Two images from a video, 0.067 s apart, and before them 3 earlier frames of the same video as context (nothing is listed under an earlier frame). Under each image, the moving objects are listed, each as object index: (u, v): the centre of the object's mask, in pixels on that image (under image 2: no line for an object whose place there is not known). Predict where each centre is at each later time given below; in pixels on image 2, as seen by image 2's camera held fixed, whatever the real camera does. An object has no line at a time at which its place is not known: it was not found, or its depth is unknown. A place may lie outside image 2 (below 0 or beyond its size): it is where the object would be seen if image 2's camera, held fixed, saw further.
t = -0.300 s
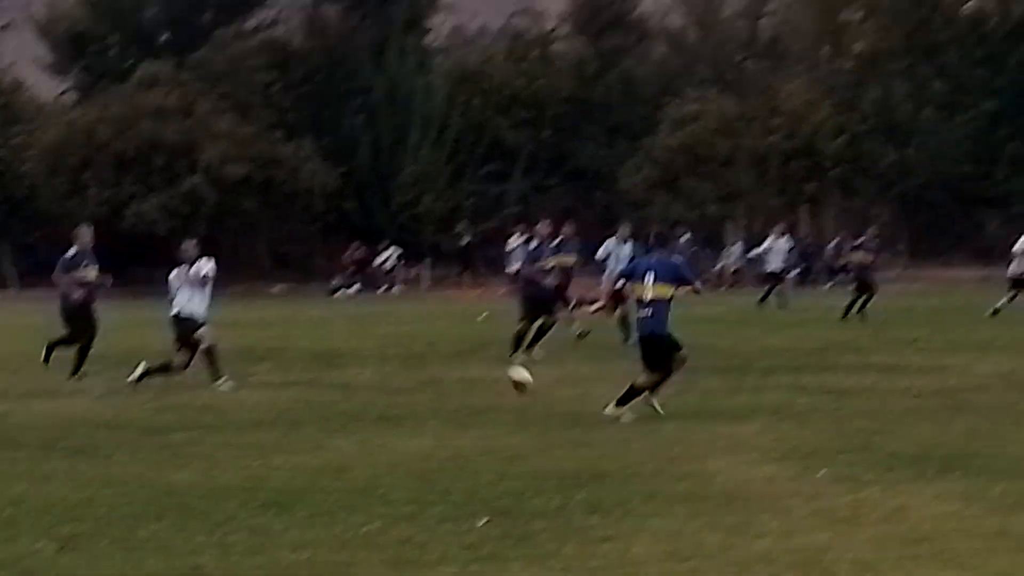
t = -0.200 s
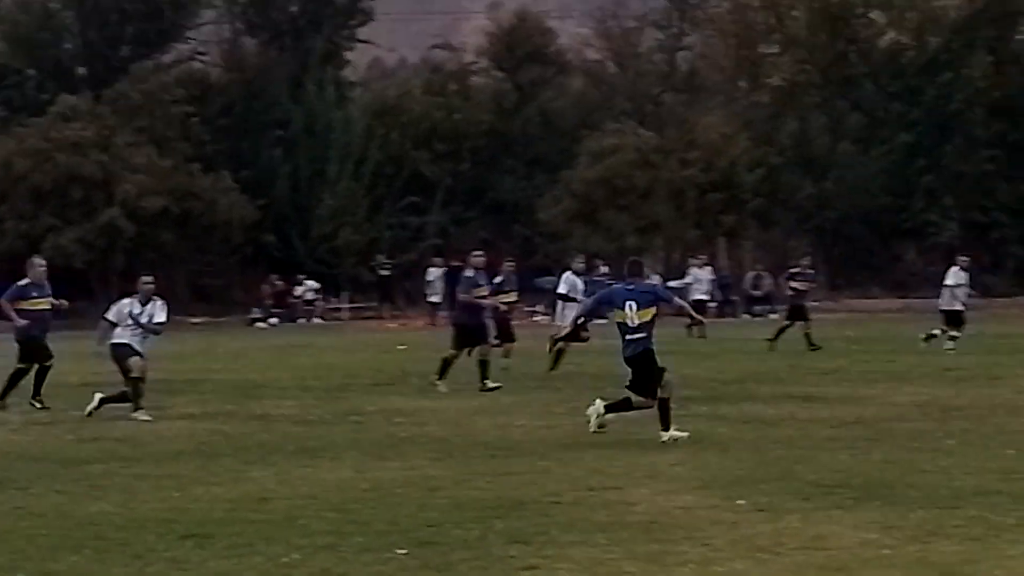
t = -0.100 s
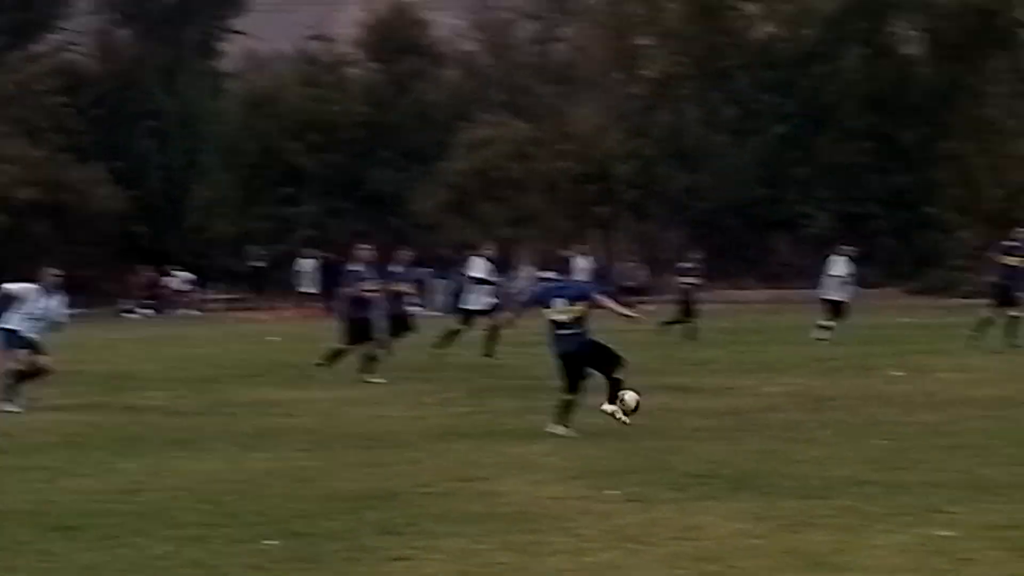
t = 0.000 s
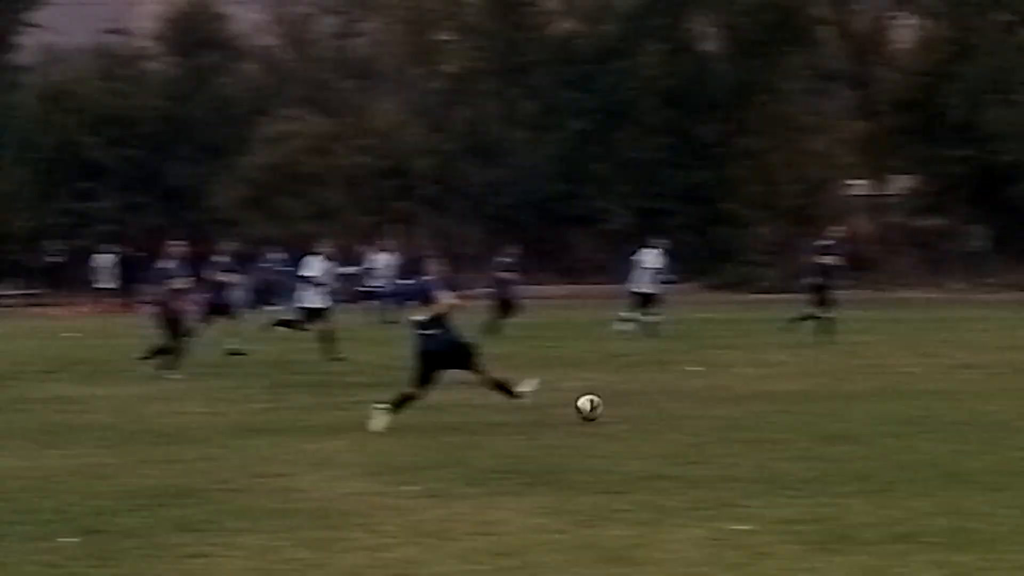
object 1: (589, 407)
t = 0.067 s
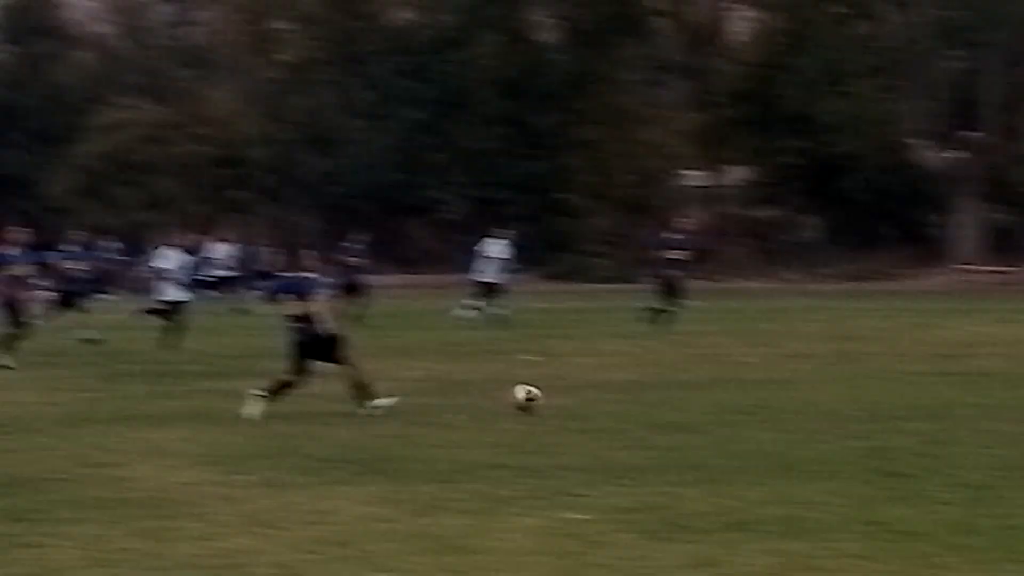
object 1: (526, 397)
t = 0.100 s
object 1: (566, 391)
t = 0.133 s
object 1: (610, 387)
